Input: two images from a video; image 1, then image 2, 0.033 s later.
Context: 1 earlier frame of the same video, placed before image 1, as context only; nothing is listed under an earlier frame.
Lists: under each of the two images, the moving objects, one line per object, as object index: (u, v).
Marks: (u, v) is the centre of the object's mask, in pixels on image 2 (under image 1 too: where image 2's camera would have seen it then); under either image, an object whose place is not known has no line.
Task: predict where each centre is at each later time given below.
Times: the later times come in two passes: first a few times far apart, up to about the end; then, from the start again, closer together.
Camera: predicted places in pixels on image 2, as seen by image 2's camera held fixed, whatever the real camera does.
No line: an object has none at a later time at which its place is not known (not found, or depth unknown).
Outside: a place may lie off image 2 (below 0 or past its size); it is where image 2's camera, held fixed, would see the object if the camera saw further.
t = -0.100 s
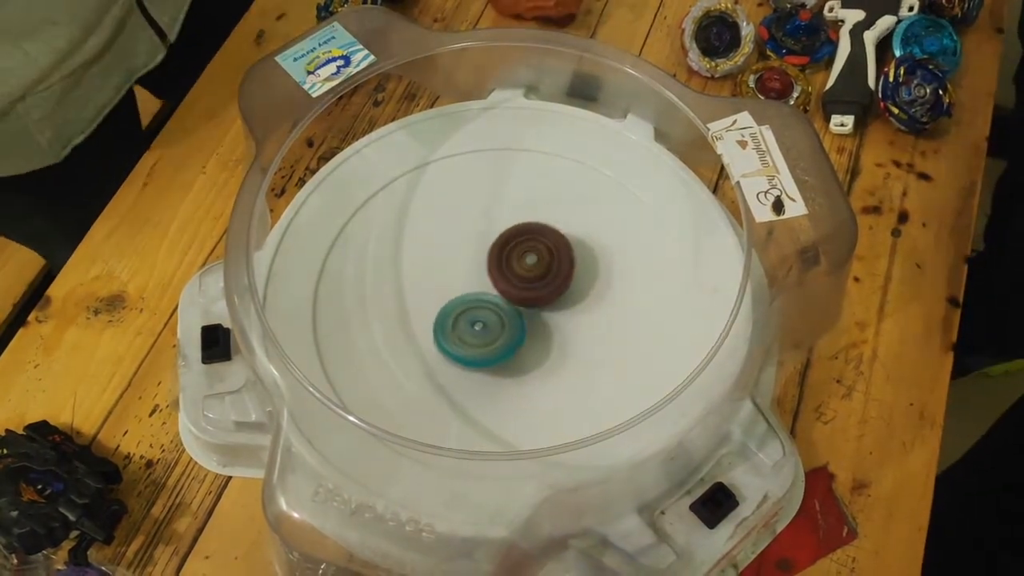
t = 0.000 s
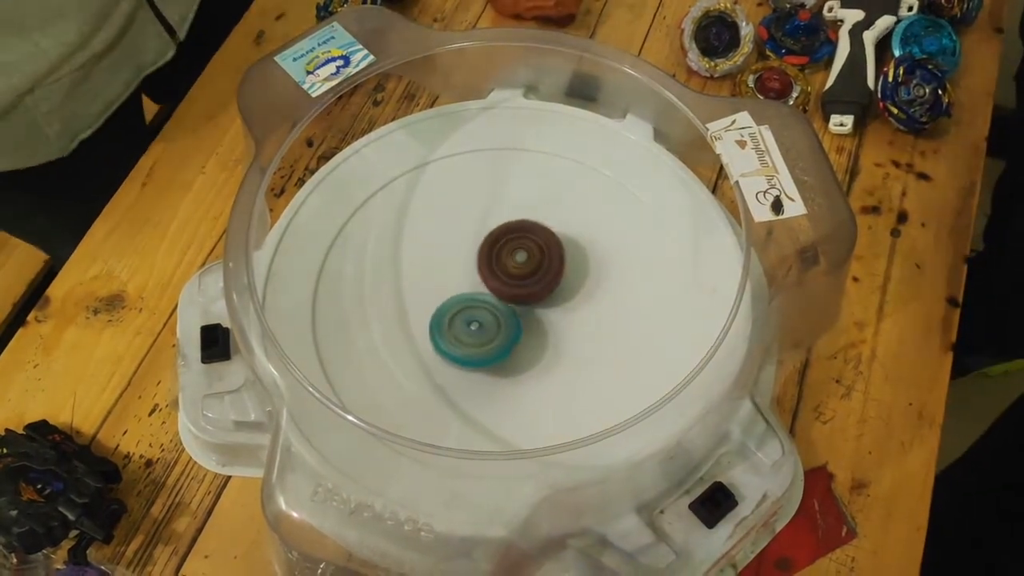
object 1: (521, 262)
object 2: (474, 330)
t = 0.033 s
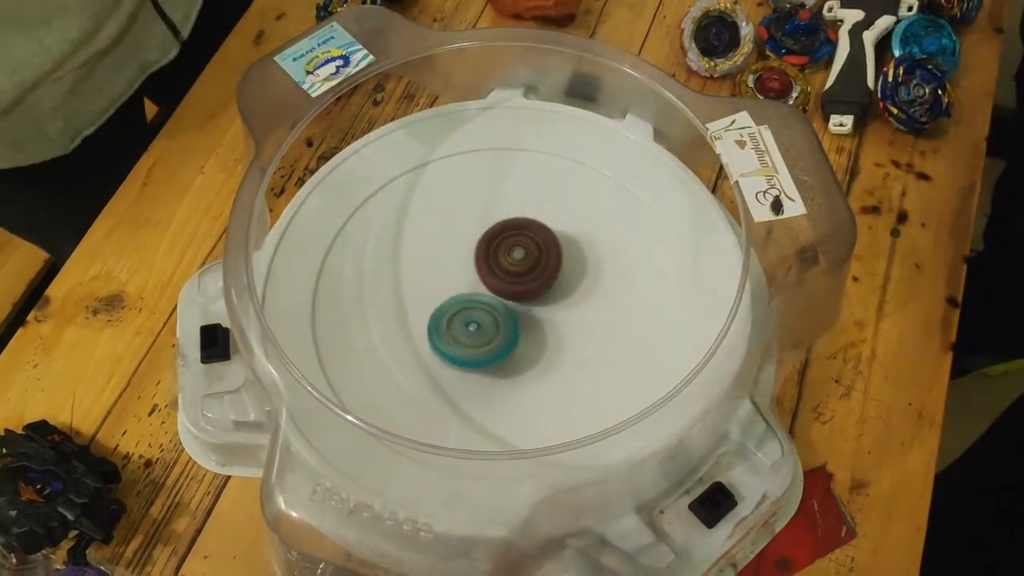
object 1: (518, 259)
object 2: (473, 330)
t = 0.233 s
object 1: (500, 248)
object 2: (477, 326)
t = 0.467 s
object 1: (503, 238)
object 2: (482, 324)
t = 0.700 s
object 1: (504, 244)
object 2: (488, 322)
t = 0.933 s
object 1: (514, 252)
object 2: (490, 331)
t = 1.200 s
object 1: (521, 244)
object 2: (489, 344)
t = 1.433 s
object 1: (518, 262)
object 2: (494, 340)
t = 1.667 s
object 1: (508, 258)
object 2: (490, 339)
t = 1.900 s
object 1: (503, 254)
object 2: (490, 334)
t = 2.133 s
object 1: (504, 252)
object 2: (492, 331)
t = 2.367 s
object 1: (506, 248)
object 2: (493, 334)
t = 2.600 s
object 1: (505, 255)
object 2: (500, 334)
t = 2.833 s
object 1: (500, 258)
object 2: (502, 338)
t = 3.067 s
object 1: (496, 259)
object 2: (505, 339)
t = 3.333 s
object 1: (484, 260)
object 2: (509, 338)
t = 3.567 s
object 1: (480, 258)
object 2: (510, 334)
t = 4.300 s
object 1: (493, 251)
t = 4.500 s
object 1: (495, 242)
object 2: (518, 335)
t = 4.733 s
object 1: (500, 242)
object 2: (517, 347)
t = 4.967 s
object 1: (494, 249)
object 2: (517, 337)
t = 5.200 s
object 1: (490, 250)
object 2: (514, 342)
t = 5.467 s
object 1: (494, 258)
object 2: (515, 335)
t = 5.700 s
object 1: (491, 256)
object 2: (518, 337)
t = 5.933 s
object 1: (485, 263)
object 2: (523, 337)
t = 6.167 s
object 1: (478, 269)
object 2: (526, 337)
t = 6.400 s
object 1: (477, 271)
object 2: (529, 336)
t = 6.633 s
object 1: (474, 269)
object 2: (530, 336)
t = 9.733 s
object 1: (476, 303)
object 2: (570, 297)
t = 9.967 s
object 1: (475, 301)
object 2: (571, 293)
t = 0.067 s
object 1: (517, 256)
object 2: (473, 331)
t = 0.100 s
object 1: (514, 255)
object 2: (473, 330)
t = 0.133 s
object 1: (510, 253)
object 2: (474, 329)
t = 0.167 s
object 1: (506, 252)
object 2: (475, 328)
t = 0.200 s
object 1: (503, 251)
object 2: (476, 326)
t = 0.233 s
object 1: (500, 248)
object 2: (477, 326)
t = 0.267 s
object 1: (499, 241)
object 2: (476, 329)
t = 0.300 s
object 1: (499, 236)
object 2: (475, 330)
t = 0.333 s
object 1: (499, 235)
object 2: (476, 329)
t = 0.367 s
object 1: (499, 234)
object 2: (477, 328)
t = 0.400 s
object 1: (500, 235)
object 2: (478, 326)
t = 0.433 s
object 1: (502, 236)
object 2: (480, 325)
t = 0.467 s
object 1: (503, 238)
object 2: (482, 324)
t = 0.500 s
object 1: (503, 240)
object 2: (484, 322)
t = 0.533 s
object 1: (503, 242)
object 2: (485, 321)
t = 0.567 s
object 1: (504, 243)
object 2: (485, 322)
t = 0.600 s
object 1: (504, 244)
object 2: (486, 322)
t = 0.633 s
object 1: (504, 244)
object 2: (486, 322)
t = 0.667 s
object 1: (504, 243)
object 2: (487, 323)
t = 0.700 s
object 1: (504, 244)
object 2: (488, 322)
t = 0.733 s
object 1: (506, 243)
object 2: (488, 326)
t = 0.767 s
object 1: (509, 242)
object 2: (487, 329)
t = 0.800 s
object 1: (511, 243)
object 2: (488, 329)
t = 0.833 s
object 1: (512, 245)
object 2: (489, 329)
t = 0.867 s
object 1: (512, 249)
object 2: (490, 328)
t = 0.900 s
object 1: (512, 251)
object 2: (490, 330)
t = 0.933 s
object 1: (514, 252)
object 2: (490, 331)
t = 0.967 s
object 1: (515, 254)
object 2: (490, 332)
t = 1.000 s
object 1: (515, 254)
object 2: (490, 334)
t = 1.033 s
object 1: (516, 248)
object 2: (487, 341)
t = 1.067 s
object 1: (518, 243)
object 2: (486, 346)
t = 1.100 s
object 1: (519, 241)
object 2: (486, 347)
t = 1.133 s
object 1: (520, 241)
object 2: (486, 346)
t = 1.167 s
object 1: (520, 242)
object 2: (487, 345)
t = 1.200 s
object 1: (521, 244)
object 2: (489, 344)
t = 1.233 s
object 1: (521, 247)
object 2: (491, 342)
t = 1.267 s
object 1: (521, 250)
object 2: (493, 341)
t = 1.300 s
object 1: (520, 254)
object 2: (494, 339)
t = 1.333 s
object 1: (519, 258)
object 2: (495, 338)
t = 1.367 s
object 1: (518, 261)
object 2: (495, 337)
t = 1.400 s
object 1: (519, 261)
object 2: (494, 339)
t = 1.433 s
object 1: (518, 262)
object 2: (494, 340)
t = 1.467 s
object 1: (517, 263)
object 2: (493, 339)
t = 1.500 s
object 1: (516, 262)
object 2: (493, 340)
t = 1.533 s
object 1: (514, 261)
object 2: (492, 339)
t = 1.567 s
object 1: (513, 261)
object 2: (492, 339)
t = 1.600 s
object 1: (511, 261)
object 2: (491, 339)
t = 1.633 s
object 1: (509, 259)
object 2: (491, 340)
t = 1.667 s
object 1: (508, 258)
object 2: (490, 339)
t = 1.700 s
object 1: (507, 258)
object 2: (490, 338)
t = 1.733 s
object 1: (506, 258)
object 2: (490, 337)
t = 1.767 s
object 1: (505, 258)
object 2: (490, 337)
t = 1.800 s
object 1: (504, 255)
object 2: (489, 337)
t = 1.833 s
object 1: (504, 254)
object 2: (489, 336)
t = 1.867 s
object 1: (504, 254)
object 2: (489, 335)
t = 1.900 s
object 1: (503, 254)
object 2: (490, 334)
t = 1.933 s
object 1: (503, 254)
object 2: (490, 333)
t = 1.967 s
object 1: (503, 252)
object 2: (490, 335)
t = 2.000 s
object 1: (503, 250)
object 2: (490, 335)
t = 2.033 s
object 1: (503, 250)
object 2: (490, 335)
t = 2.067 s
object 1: (503, 250)
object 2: (491, 333)
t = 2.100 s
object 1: (503, 252)
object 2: (492, 332)
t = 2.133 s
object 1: (504, 252)
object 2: (492, 331)
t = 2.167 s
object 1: (504, 251)
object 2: (492, 333)
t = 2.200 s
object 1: (504, 250)
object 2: (492, 332)
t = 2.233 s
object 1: (505, 251)
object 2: (493, 331)
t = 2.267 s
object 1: (505, 251)
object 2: (493, 330)
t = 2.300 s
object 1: (505, 249)
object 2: (493, 333)
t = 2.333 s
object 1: (506, 248)
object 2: (493, 335)
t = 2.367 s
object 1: (506, 248)
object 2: (493, 334)
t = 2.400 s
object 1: (507, 249)
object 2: (495, 333)
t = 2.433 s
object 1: (507, 251)
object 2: (496, 332)
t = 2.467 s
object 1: (507, 253)
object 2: (497, 332)
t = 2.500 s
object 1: (507, 253)
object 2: (497, 333)
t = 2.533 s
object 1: (506, 253)
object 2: (498, 333)
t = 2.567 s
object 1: (505, 254)
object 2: (499, 333)
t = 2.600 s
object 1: (505, 255)
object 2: (500, 334)
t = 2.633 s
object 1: (504, 255)
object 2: (499, 335)
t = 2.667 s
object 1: (503, 256)
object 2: (500, 336)
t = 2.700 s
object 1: (503, 256)
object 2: (500, 336)
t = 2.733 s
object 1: (502, 257)
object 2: (500, 336)
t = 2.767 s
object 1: (502, 257)
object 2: (500, 337)
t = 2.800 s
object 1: (501, 258)
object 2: (501, 337)
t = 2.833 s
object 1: (500, 258)
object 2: (502, 338)
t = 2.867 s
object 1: (500, 259)
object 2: (502, 337)
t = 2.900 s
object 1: (499, 258)
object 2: (503, 340)
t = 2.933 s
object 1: (498, 257)
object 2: (502, 341)
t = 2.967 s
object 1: (498, 256)
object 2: (503, 341)
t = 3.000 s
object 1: (497, 257)
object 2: (503, 340)
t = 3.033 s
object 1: (497, 258)
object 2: (504, 340)
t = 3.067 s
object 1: (496, 259)
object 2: (505, 339)
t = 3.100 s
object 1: (495, 260)
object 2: (506, 339)
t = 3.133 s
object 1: (493, 258)
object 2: (507, 341)
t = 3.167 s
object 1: (492, 258)
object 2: (507, 341)
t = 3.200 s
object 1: (491, 258)
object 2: (508, 340)
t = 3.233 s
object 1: (490, 259)
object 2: (508, 339)
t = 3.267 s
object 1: (488, 261)
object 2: (509, 338)
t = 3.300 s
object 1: (486, 261)
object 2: (509, 338)
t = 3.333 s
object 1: (484, 260)
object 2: (509, 338)
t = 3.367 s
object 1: (483, 260)
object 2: (509, 337)
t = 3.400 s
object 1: (483, 260)
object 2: (509, 336)
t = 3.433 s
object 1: (482, 260)
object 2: (510, 335)
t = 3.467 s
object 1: (481, 258)
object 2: (510, 335)
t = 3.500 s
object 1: (481, 258)
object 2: (510, 335)
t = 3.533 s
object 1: (481, 259)
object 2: (510, 333)
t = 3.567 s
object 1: (480, 258)
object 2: (510, 334)
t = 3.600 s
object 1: (480, 256)
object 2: (511, 335)
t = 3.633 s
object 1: (480, 256)
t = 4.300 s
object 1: (493, 251)
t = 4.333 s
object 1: (492, 245)
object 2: (518, 338)
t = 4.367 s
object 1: (492, 242)
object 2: (518, 339)
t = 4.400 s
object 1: (492, 240)
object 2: (518, 339)
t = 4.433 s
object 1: (493, 240)
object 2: (518, 338)
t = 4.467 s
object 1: (494, 241)
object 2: (518, 337)
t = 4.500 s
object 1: (495, 242)
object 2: (518, 335)
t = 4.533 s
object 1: (496, 244)
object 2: (518, 334)
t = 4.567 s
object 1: (498, 247)
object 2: (519, 333)
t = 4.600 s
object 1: (499, 251)
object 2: (518, 332)
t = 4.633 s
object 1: (500, 254)
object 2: (518, 332)
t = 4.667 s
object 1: (500, 250)
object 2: (519, 340)
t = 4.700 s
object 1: (500, 245)
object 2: (518, 345)
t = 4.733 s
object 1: (500, 242)
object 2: (517, 347)
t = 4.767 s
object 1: (500, 242)
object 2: (517, 346)
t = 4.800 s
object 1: (499, 242)
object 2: (517, 345)
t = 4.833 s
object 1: (498, 243)
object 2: (517, 343)
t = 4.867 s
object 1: (497, 244)
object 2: (516, 342)
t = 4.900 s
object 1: (496, 245)
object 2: (516, 340)
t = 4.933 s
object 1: (495, 247)
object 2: (517, 338)
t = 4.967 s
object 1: (494, 249)
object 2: (517, 337)
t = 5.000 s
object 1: (494, 252)
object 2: (516, 336)
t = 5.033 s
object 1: (494, 256)
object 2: (516, 334)
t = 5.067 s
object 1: (492, 258)
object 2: (516, 336)
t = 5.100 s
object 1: (491, 254)
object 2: (516, 341)
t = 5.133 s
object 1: (490, 251)
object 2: (516, 343)
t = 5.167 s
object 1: (490, 250)
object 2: (515, 343)
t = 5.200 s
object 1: (490, 250)
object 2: (514, 342)
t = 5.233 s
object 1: (491, 252)
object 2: (514, 340)
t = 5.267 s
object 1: (492, 253)
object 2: (514, 338)
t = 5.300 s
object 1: (493, 255)
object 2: (514, 335)
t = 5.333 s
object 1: (494, 257)
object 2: (515, 334)
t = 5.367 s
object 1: (494, 256)
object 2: (515, 336)
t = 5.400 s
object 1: (494, 256)
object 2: (515, 336)
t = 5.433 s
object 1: (494, 257)
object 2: (515, 336)
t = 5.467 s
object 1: (494, 258)
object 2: (515, 335)
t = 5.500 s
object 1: (493, 258)
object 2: (515, 335)
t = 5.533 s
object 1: (492, 258)
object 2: (515, 335)
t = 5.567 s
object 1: (491, 255)
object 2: (516, 338)
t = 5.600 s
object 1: (491, 253)
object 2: (516, 339)
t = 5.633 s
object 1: (490, 253)
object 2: (517, 339)
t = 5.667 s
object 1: (490, 254)
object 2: (517, 338)
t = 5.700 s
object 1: (491, 256)
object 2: (518, 337)
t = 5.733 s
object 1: (490, 258)
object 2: (519, 336)
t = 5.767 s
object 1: (489, 261)
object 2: (520, 335)
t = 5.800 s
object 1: (486, 260)
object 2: (521, 337)
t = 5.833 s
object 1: (486, 259)
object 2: (521, 338)
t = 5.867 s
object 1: (486, 259)
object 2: (522, 338)
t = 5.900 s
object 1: (486, 261)
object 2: (523, 337)
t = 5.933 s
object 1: (485, 263)
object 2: (523, 337)
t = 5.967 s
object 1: (484, 265)
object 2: (524, 336)
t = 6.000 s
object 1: (482, 266)
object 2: (525, 337)
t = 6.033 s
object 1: (480, 266)
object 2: (525, 339)
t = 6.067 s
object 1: (478, 267)
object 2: (525, 339)
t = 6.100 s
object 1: (478, 268)
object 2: (526, 338)
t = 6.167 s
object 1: (478, 269)
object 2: (526, 337)
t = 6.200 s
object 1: (478, 270)
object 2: (527, 336)
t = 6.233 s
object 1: (477, 270)
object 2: (528, 337)
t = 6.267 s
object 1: (477, 270)
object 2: (528, 337)
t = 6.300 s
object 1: (477, 270)
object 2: (528, 337)
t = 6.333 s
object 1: (477, 271)
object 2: (528, 336)
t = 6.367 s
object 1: (477, 271)
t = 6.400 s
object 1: (477, 271)
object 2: (529, 336)
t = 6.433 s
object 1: (476, 271)
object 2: (529, 337)
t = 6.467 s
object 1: (476, 272)
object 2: (529, 336)
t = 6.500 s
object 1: (475, 273)
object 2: (529, 336)
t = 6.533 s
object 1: (474, 270)
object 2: (530, 338)
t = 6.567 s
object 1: (474, 269)
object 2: (530, 338)
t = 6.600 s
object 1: (474, 269)
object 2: (530, 337)
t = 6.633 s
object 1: (474, 269)
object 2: (530, 336)
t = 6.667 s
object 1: (474, 270)
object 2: (531, 335)
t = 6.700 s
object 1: (475, 271)
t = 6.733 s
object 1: (476, 271)
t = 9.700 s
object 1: (475, 302)
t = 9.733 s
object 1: (476, 303)
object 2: (570, 297)
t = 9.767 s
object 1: (474, 302)
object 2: (575, 297)
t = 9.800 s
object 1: (473, 302)
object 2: (575, 298)
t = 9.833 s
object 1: (472, 302)
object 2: (574, 297)
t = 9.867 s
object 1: (472, 302)
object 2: (573, 296)
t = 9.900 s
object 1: (472, 301)
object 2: (572, 295)
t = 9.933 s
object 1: (473, 301)
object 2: (572, 294)
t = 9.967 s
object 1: (475, 301)
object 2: (571, 293)
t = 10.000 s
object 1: (477, 301)
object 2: (571, 292)
